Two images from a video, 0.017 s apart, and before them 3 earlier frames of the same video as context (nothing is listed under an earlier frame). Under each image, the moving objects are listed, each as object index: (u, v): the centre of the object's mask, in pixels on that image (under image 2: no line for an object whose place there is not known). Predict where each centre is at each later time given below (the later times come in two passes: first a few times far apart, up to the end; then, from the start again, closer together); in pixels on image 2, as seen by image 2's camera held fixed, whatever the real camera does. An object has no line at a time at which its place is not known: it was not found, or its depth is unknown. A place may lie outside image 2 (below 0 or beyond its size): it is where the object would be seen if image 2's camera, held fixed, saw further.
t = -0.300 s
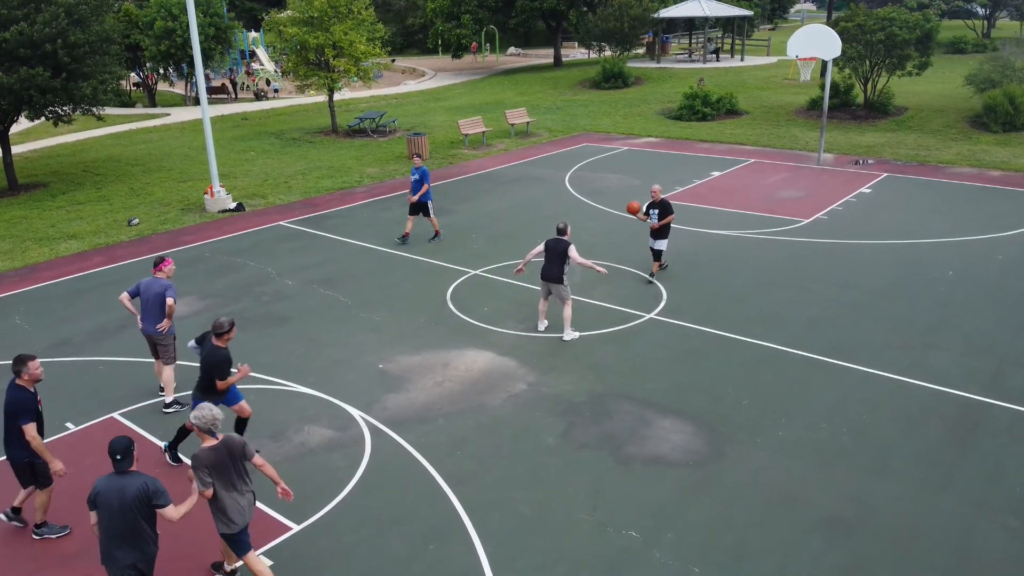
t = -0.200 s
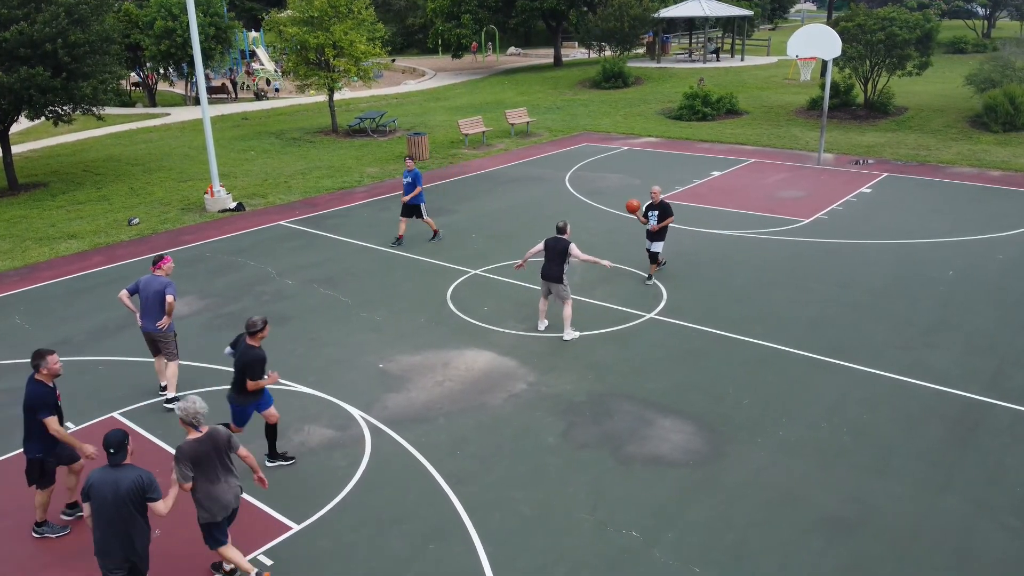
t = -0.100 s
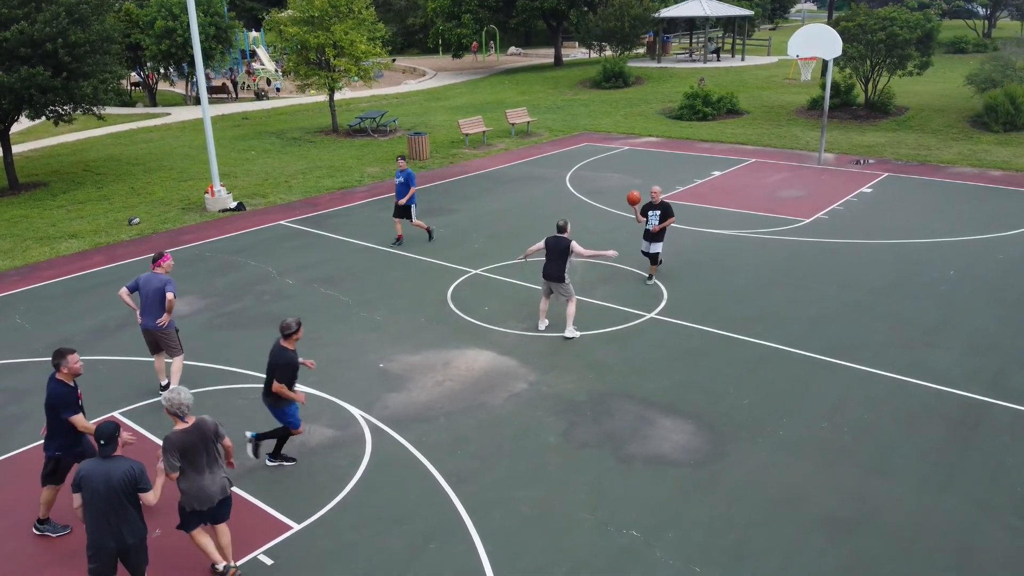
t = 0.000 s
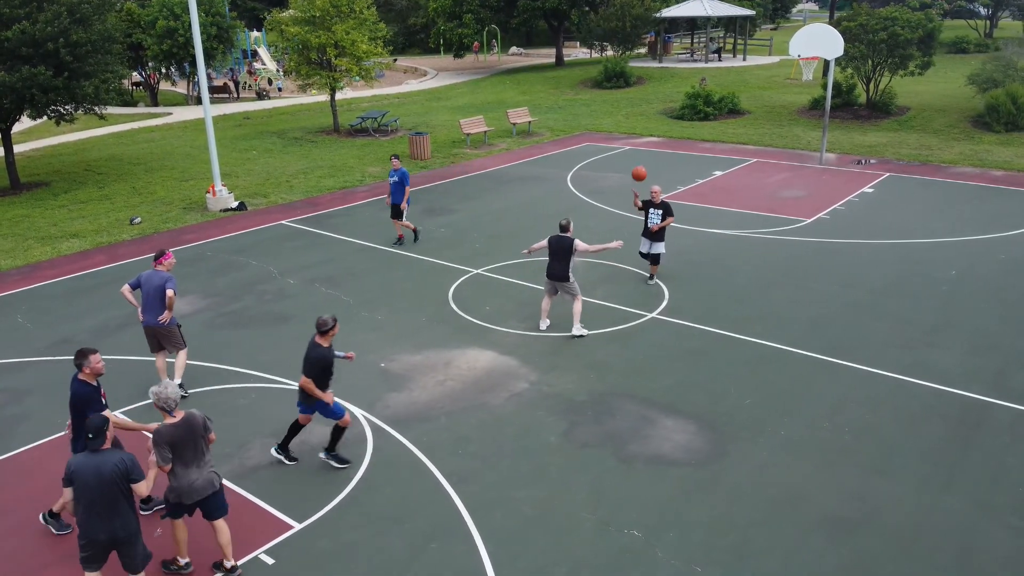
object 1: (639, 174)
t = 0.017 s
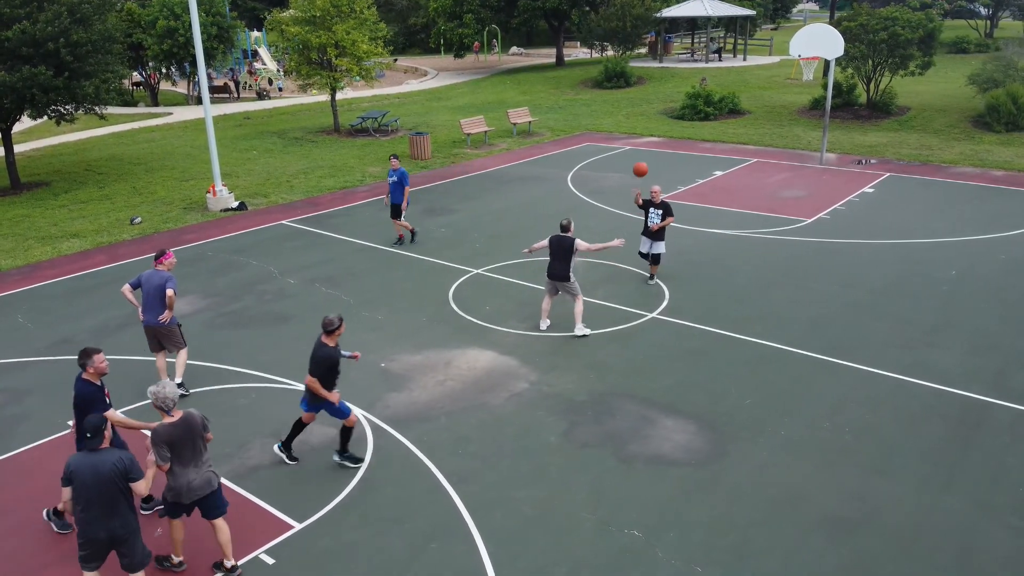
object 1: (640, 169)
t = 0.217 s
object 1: (652, 123)
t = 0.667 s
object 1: (680, 105)
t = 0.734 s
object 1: (684, 116)
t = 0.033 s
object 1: (641, 165)
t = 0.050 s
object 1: (642, 161)
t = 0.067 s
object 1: (643, 157)
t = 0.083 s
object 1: (644, 153)
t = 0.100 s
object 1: (645, 149)
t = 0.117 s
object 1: (646, 145)
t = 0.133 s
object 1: (647, 140)
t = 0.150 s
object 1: (649, 137)
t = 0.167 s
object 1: (649, 133)
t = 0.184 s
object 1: (650, 130)
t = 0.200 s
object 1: (651, 127)
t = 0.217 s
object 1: (652, 123)
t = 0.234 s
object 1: (653, 120)
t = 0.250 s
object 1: (654, 117)
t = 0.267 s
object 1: (656, 115)
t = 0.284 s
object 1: (657, 112)
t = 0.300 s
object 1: (657, 110)
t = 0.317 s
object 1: (658, 107)
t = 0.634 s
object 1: (679, 100)
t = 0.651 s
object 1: (679, 102)
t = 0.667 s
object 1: (680, 105)
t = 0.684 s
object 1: (682, 107)
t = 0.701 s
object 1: (683, 110)
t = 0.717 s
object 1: (684, 113)
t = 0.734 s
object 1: (684, 116)
